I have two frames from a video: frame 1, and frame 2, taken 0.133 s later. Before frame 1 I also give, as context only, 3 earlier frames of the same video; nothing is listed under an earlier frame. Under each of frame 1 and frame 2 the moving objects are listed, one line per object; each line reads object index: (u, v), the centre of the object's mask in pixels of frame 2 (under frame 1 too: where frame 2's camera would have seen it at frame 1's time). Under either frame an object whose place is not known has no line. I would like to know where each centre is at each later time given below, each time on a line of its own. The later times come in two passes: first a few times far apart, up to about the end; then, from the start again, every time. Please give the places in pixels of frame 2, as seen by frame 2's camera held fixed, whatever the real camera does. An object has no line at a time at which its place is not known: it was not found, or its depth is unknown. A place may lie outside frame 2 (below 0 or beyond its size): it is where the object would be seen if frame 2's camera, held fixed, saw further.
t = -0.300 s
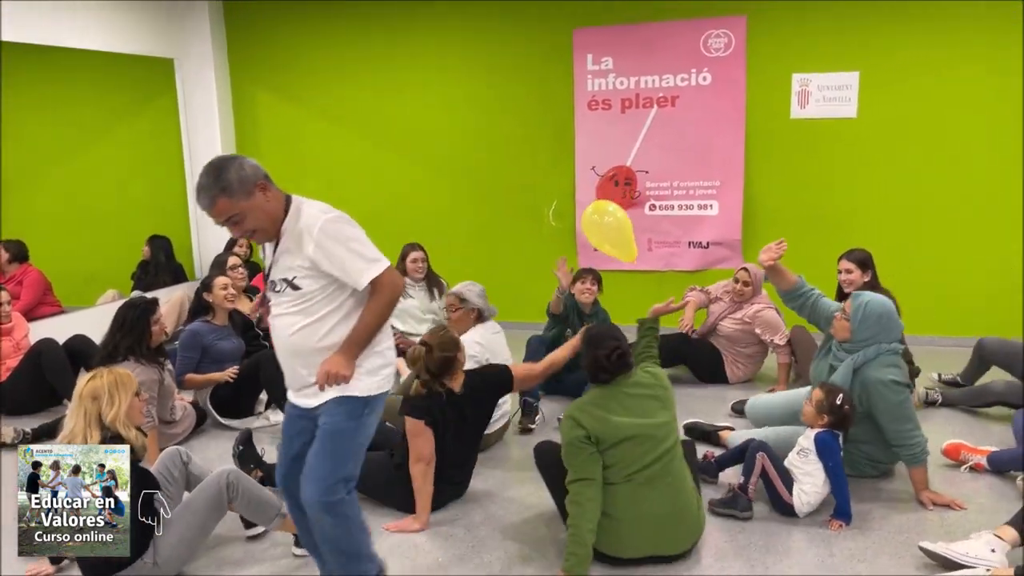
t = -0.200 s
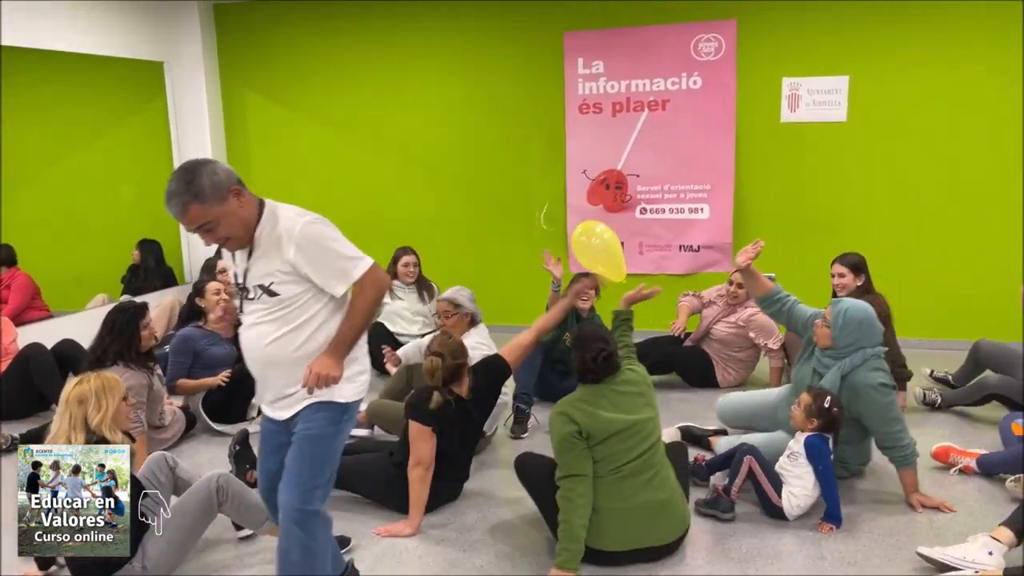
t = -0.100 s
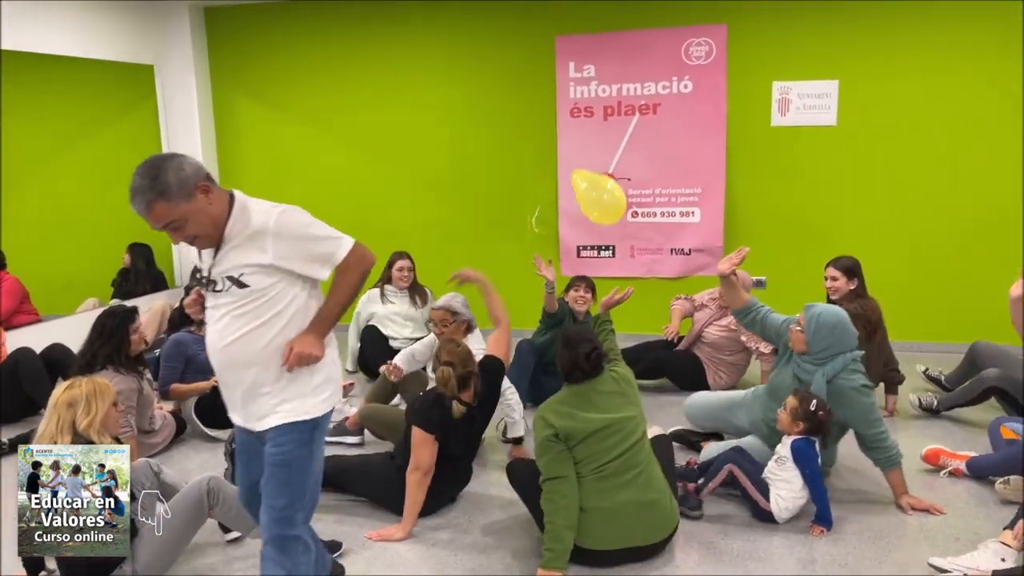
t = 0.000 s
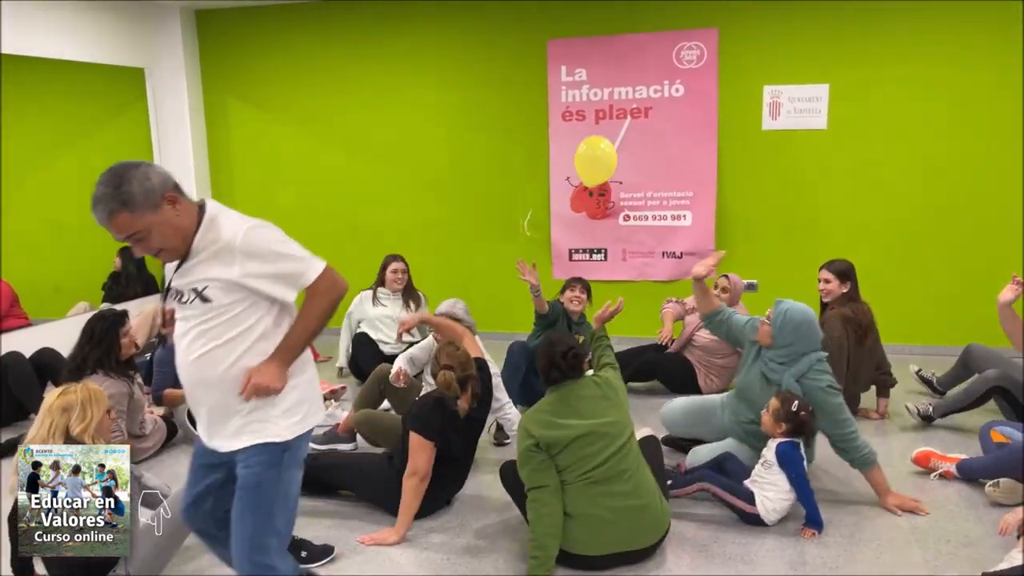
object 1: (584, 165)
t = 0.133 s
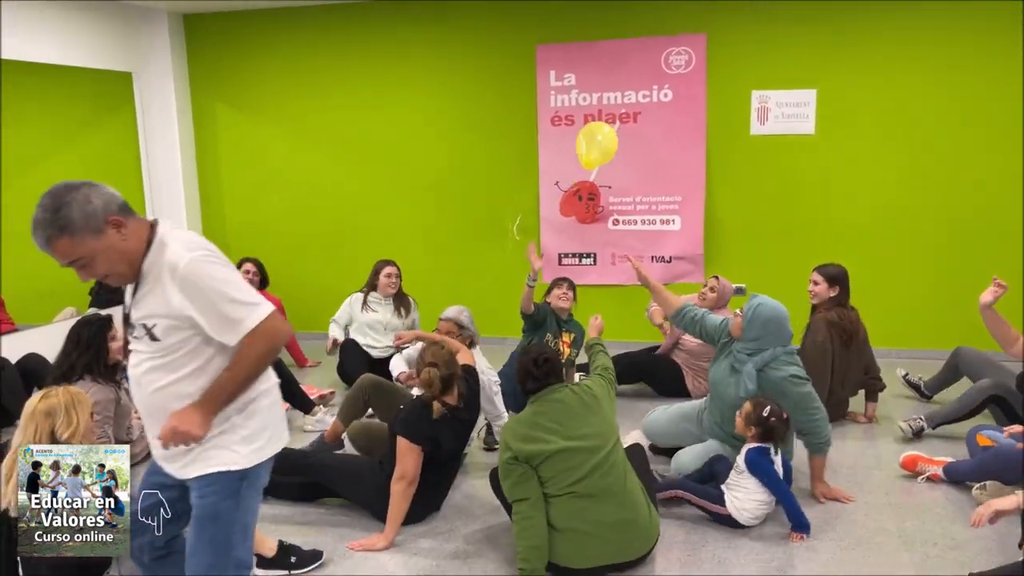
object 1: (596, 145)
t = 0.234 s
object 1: (607, 139)
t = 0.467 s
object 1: (631, 147)
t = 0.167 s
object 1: (600, 141)
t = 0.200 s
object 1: (604, 140)
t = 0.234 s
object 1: (607, 139)
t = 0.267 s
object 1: (611, 139)
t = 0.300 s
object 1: (614, 139)
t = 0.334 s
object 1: (617, 139)
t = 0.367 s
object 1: (621, 141)
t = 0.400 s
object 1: (625, 142)
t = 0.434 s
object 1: (629, 144)
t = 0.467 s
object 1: (631, 147)
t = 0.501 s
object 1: (634, 149)
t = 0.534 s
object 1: (637, 151)
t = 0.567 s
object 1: (639, 153)
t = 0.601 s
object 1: (641, 155)
